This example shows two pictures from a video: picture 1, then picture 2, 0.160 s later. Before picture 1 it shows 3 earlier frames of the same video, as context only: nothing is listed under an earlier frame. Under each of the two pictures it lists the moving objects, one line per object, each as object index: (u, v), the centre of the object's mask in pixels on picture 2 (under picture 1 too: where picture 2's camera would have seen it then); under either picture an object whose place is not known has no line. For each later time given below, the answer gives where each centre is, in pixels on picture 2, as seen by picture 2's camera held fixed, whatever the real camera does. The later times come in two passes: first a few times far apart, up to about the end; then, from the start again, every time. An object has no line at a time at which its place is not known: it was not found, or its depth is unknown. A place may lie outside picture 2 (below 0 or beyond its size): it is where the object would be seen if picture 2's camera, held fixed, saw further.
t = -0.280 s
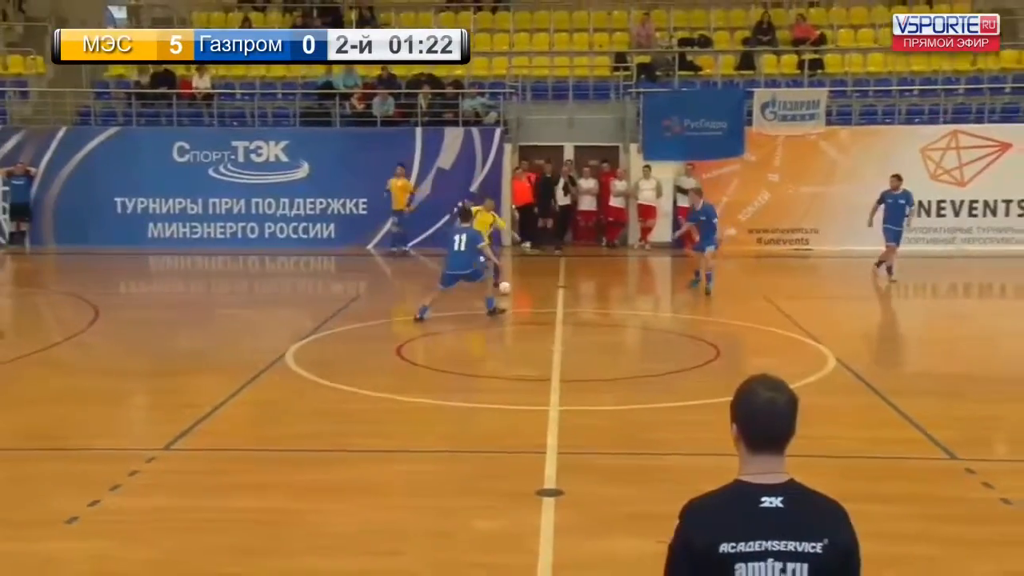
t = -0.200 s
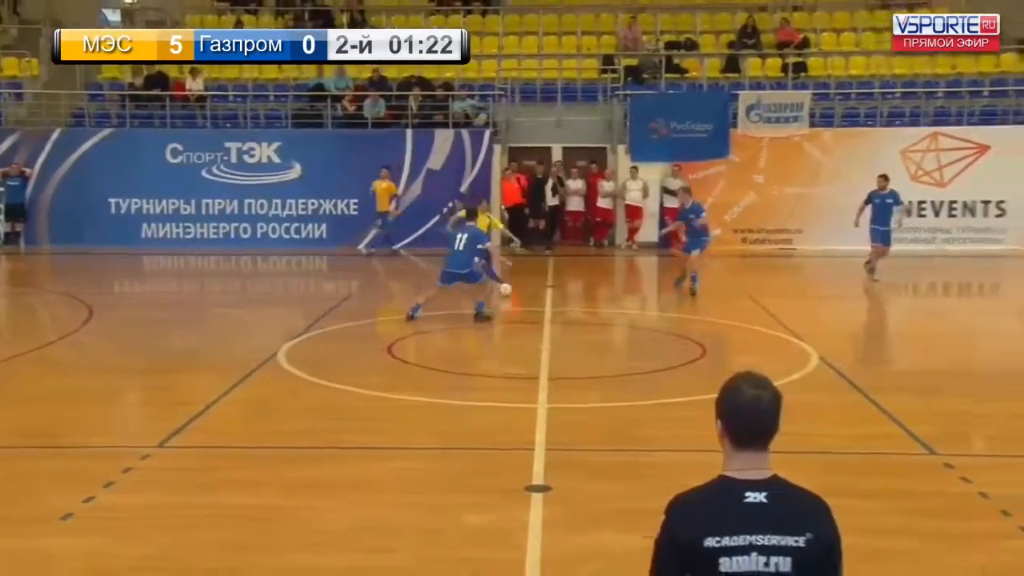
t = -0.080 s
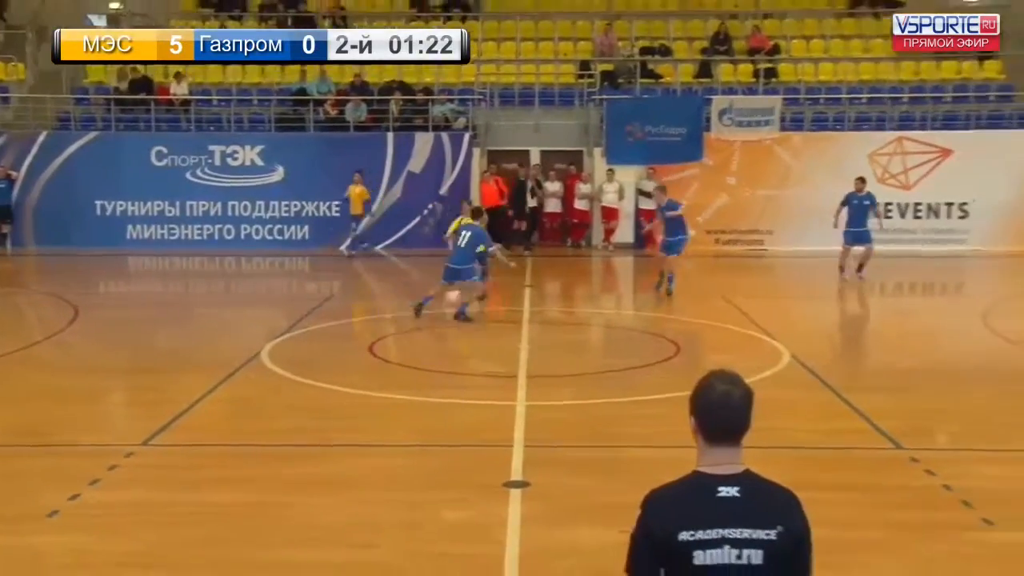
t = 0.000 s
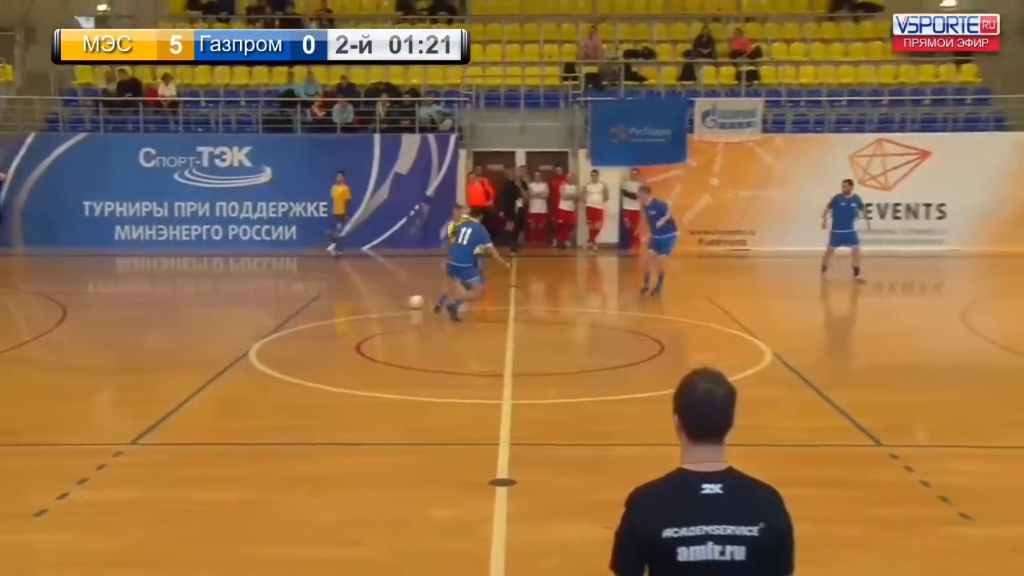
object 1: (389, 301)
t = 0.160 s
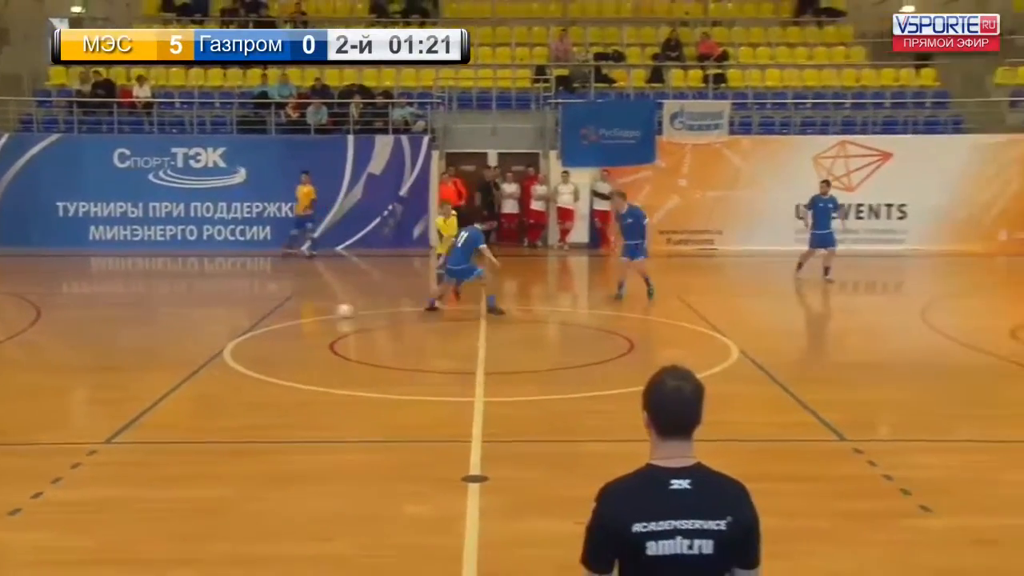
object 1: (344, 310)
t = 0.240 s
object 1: (322, 316)
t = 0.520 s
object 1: (251, 334)
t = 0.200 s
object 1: (332, 313)
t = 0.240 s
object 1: (322, 316)
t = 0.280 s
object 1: (312, 318)
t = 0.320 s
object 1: (301, 321)
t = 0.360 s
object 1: (292, 322)
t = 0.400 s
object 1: (282, 326)
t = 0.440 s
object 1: (272, 329)
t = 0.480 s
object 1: (262, 332)
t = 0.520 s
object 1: (251, 334)
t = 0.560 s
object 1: (239, 337)
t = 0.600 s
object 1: (228, 341)
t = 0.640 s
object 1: (216, 344)
